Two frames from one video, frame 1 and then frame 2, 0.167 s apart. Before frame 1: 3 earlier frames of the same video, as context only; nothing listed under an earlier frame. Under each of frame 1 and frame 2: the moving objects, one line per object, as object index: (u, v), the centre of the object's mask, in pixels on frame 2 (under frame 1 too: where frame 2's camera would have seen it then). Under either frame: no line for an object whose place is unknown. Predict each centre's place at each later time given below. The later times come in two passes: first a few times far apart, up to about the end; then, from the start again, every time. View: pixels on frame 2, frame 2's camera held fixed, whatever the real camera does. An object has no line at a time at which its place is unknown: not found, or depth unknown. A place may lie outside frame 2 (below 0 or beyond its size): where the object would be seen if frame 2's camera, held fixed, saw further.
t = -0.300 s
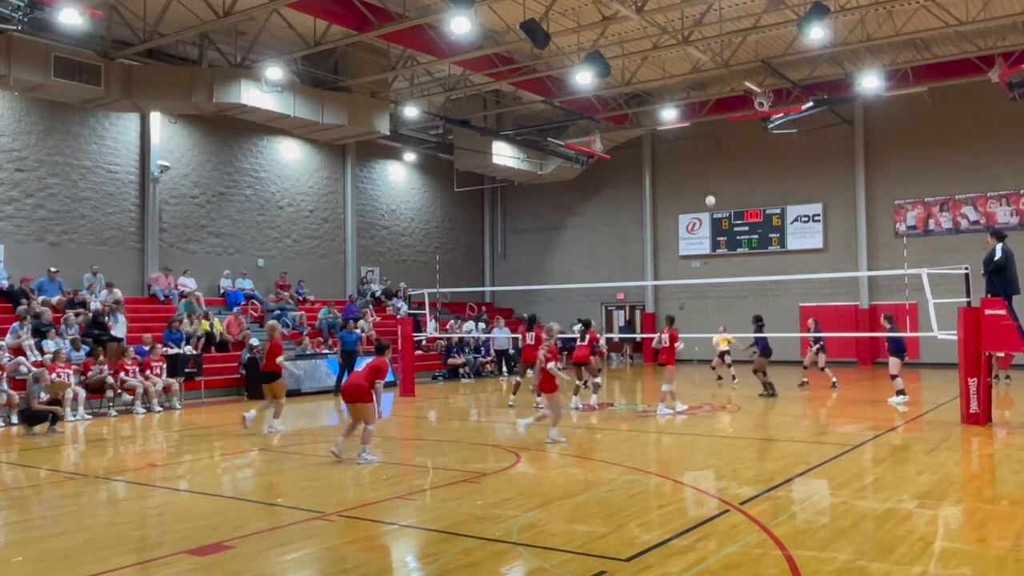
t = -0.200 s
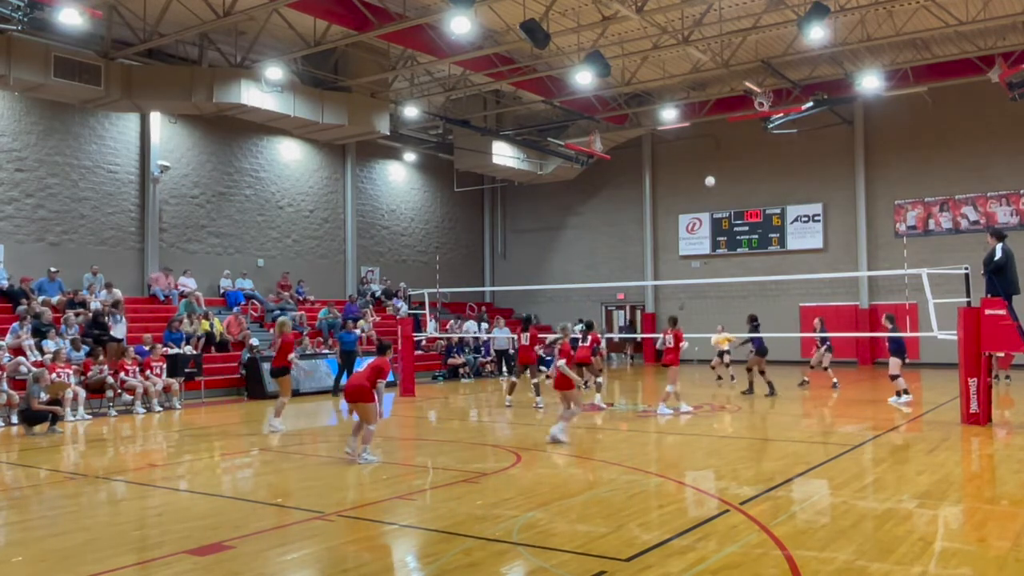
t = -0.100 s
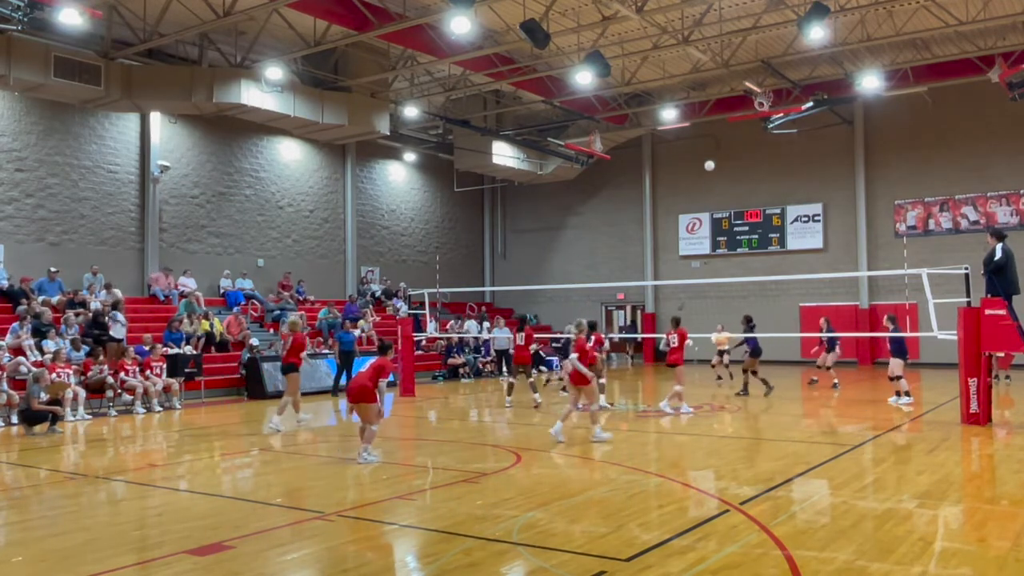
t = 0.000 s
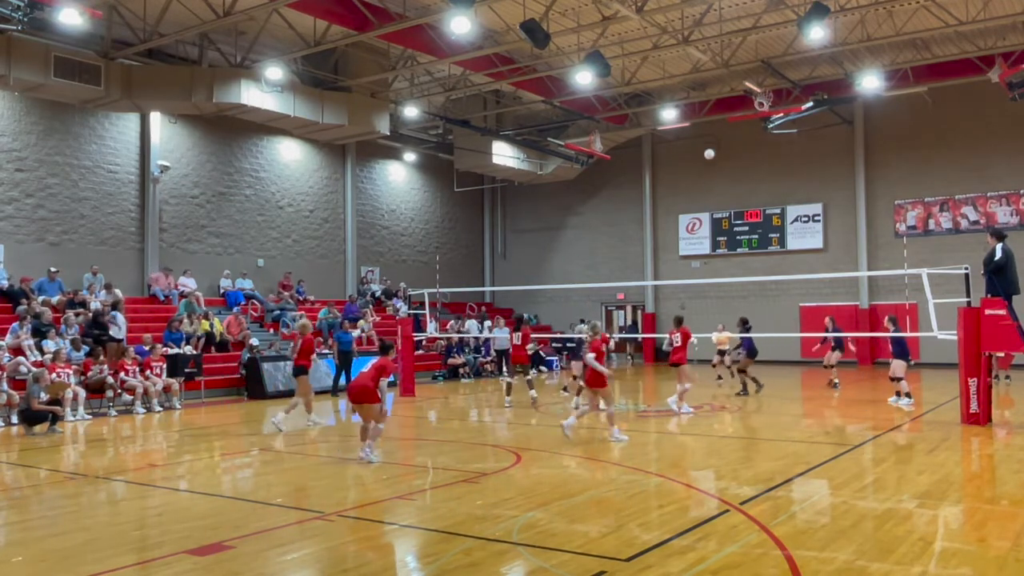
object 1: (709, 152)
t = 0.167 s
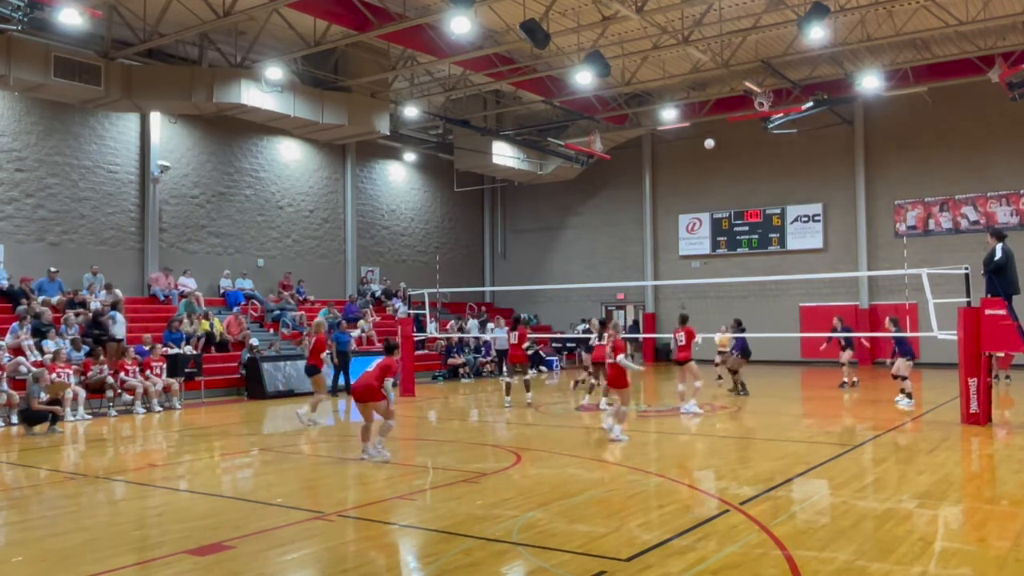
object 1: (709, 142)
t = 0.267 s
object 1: (709, 141)
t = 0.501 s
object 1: (710, 156)
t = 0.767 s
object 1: (711, 202)
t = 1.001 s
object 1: (711, 266)
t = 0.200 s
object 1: (709, 142)
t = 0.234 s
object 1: (709, 141)
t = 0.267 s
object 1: (709, 141)
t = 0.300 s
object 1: (709, 142)
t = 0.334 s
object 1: (710, 143)
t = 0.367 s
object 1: (710, 145)
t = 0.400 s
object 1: (710, 147)
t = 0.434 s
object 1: (710, 150)
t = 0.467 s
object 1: (710, 153)
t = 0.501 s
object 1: (710, 156)
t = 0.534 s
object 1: (710, 160)
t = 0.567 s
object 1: (710, 165)
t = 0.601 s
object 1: (710, 170)
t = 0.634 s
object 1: (710, 175)
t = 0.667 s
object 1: (710, 180)
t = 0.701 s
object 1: (710, 187)
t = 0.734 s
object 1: (711, 195)
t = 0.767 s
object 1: (711, 202)
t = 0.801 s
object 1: (711, 208)
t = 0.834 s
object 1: (712, 217)
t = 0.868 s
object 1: (712, 226)
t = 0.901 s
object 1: (712, 235)
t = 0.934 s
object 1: (712, 246)
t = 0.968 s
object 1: (712, 256)
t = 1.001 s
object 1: (711, 266)
